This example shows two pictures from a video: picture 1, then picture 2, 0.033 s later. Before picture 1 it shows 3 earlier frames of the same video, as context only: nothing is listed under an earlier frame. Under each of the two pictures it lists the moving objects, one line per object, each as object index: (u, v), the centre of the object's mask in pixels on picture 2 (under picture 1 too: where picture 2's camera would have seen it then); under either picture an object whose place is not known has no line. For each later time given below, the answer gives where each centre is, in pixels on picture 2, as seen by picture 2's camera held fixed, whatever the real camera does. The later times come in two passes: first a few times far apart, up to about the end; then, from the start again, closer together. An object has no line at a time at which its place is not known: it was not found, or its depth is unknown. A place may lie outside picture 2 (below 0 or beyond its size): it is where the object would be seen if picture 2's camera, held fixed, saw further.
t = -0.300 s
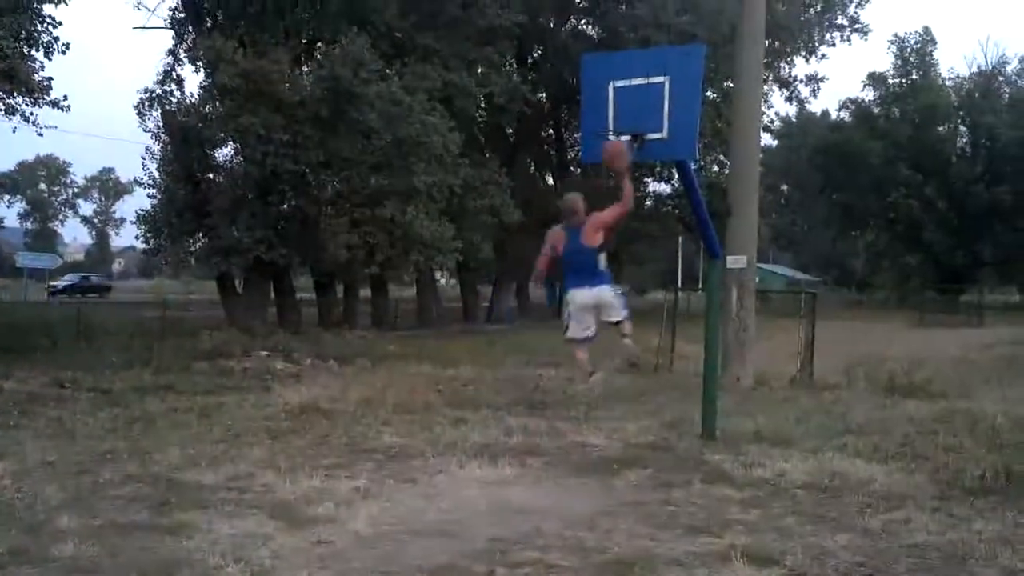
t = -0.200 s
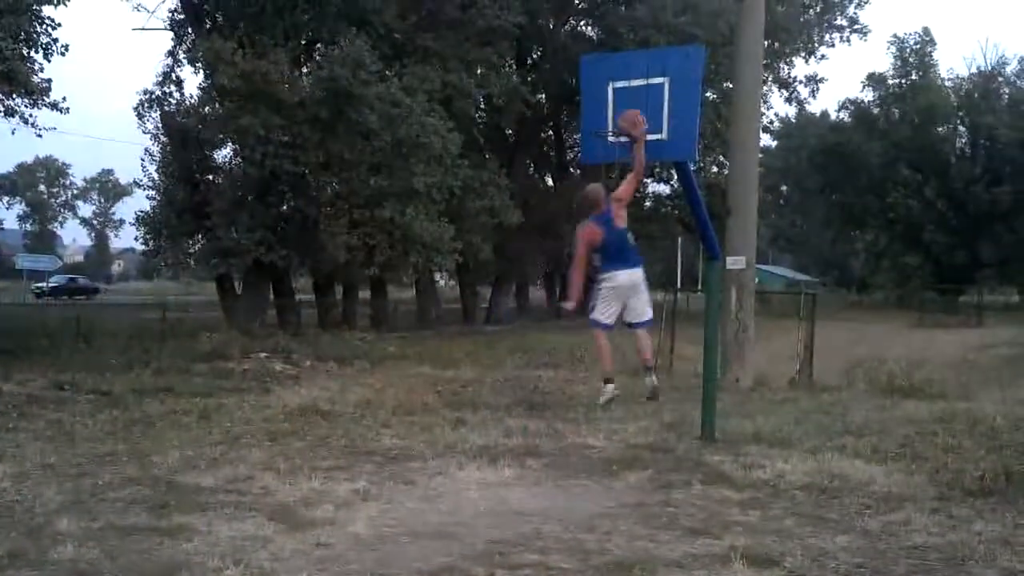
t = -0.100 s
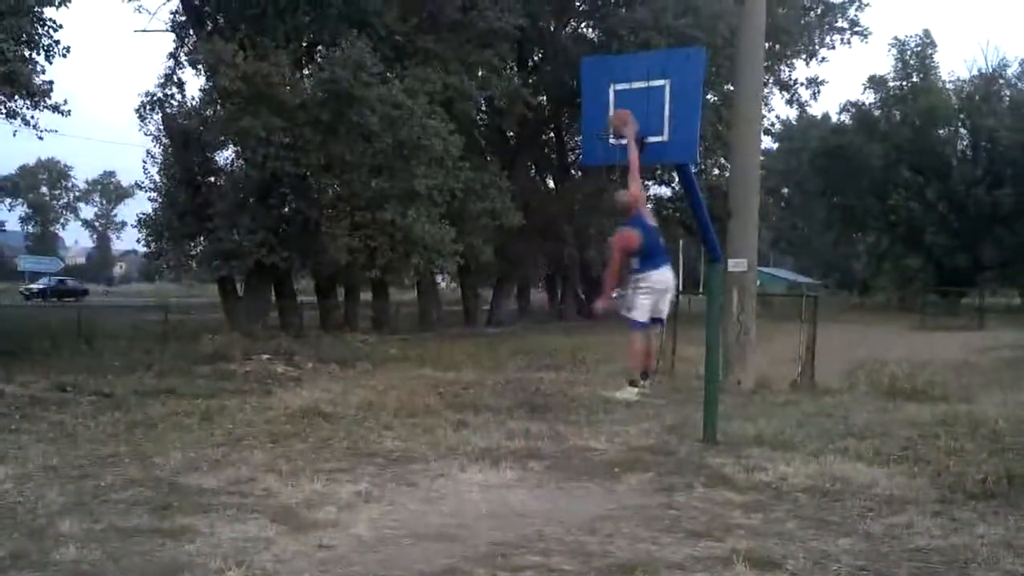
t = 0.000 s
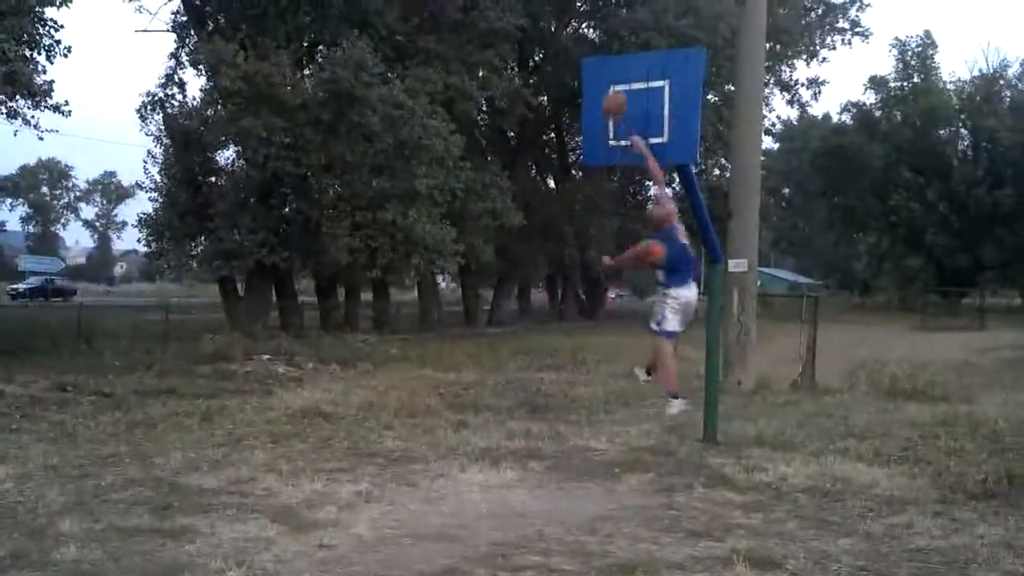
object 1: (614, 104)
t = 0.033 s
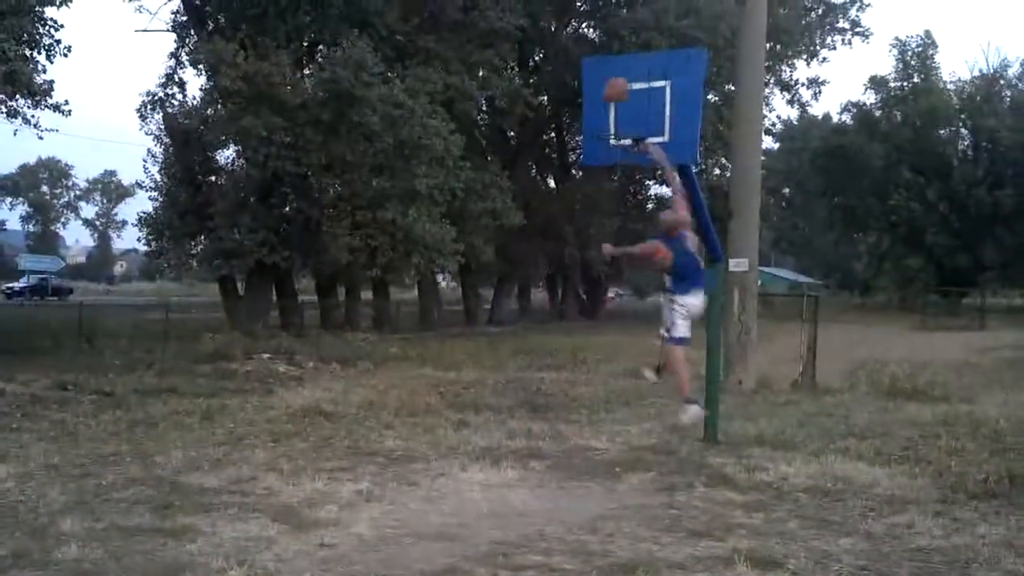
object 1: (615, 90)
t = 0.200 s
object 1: (630, 38)
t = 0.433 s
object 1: (651, 13)
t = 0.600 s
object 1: (670, 41)
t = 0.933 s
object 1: (709, 263)
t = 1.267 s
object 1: (735, 508)
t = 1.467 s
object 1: (709, 325)
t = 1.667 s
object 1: (682, 212)
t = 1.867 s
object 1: (645, 178)
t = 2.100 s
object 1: (600, 261)
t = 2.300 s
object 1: (551, 472)
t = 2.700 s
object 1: (476, 512)
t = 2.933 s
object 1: (443, 406)
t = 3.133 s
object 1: (402, 448)
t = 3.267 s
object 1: (372, 560)
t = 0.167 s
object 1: (627, 47)
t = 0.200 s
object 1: (630, 38)
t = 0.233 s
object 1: (633, 30)
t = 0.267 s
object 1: (637, 24)
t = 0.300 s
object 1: (641, 17)
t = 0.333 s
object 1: (646, 14)
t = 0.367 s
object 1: (645, 13)
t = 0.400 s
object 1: (651, 12)
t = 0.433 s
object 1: (651, 13)
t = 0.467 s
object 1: (656, 13)
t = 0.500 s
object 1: (658, 17)
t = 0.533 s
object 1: (665, 22)
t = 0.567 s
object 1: (667, 31)
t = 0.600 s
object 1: (670, 41)
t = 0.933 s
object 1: (709, 263)
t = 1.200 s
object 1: (741, 562)
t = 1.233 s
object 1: (738, 541)
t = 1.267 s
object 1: (735, 508)
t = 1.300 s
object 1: (729, 472)
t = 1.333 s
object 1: (726, 440)
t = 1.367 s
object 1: (722, 407)
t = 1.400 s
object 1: (718, 379)
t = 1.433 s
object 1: (714, 352)
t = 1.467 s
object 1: (709, 325)
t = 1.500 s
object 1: (706, 302)
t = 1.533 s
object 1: (701, 278)
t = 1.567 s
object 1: (695, 258)
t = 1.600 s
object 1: (689, 240)
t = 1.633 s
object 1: (687, 223)
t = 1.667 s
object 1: (682, 212)
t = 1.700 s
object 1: (676, 200)
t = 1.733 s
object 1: (672, 189)
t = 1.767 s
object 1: (664, 183)
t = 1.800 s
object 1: (658, 179)
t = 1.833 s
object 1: (654, 177)
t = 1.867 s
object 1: (645, 178)
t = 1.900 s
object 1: (641, 179)
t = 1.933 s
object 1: (634, 185)
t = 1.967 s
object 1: (628, 193)
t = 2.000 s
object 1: (621, 204)
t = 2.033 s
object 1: (615, 220)
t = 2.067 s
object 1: (607, 238)
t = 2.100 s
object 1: (600, 261)
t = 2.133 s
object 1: (591, 286)
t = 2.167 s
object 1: (584, 315)
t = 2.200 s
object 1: (576, 348)
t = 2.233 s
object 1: (568, 385)
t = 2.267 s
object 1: (561, 428)
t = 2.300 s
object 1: (551, 472)
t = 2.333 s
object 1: (543, 526)
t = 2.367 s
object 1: (536, 566)
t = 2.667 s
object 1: (480, 544)
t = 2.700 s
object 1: (476, 512)
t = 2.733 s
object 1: (474, 488)
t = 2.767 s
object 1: (470, 466)
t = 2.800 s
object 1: (465, 449)
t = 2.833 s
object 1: (459, 433)
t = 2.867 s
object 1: (454, 421)
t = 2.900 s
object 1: (448, 412)
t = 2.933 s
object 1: (443, 406)
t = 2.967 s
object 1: (436, 403)
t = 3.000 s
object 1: (431, 405)
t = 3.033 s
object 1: (425, 410)
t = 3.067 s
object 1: (420, 420)
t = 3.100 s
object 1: (411, 432)
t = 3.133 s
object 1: (402, 448)
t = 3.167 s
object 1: (397, 469)
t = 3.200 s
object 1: (386, 497)
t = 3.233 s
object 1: (377, 534)
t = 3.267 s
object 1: (372, 560)
